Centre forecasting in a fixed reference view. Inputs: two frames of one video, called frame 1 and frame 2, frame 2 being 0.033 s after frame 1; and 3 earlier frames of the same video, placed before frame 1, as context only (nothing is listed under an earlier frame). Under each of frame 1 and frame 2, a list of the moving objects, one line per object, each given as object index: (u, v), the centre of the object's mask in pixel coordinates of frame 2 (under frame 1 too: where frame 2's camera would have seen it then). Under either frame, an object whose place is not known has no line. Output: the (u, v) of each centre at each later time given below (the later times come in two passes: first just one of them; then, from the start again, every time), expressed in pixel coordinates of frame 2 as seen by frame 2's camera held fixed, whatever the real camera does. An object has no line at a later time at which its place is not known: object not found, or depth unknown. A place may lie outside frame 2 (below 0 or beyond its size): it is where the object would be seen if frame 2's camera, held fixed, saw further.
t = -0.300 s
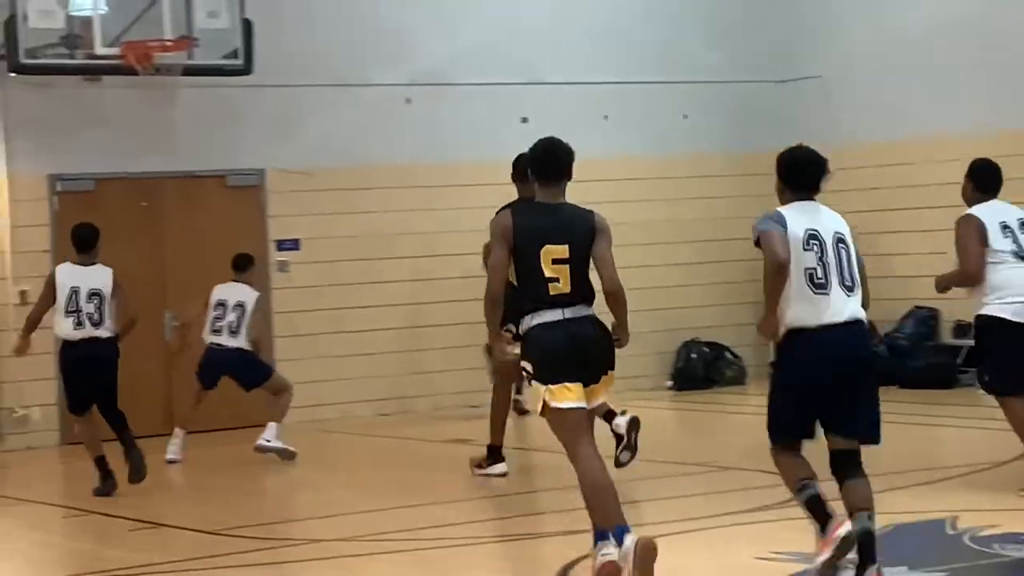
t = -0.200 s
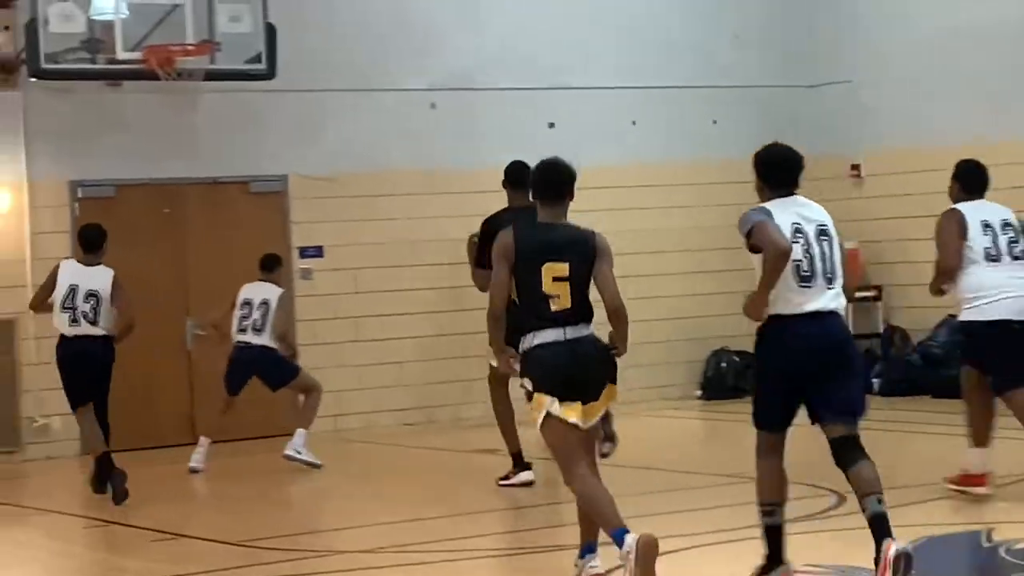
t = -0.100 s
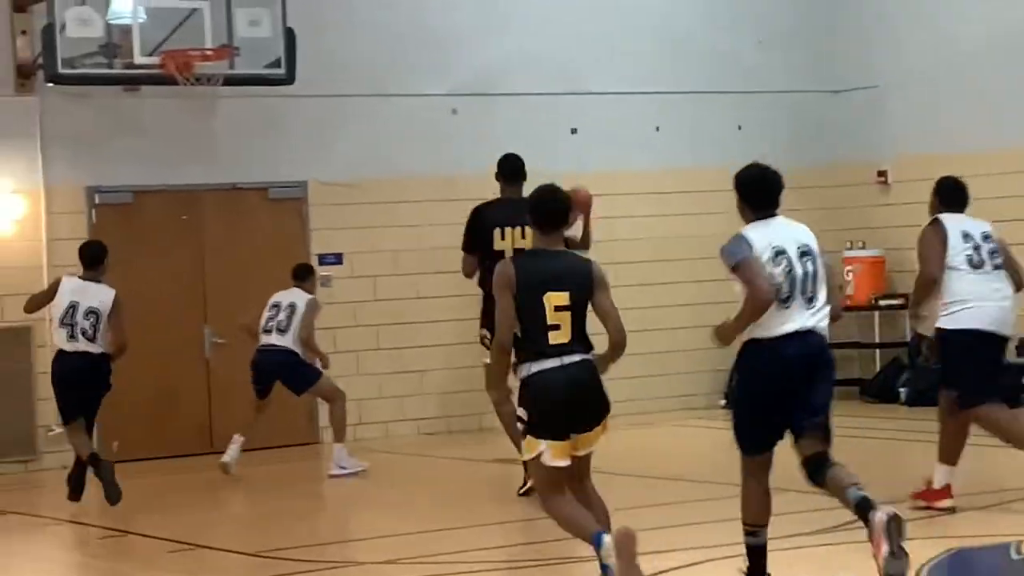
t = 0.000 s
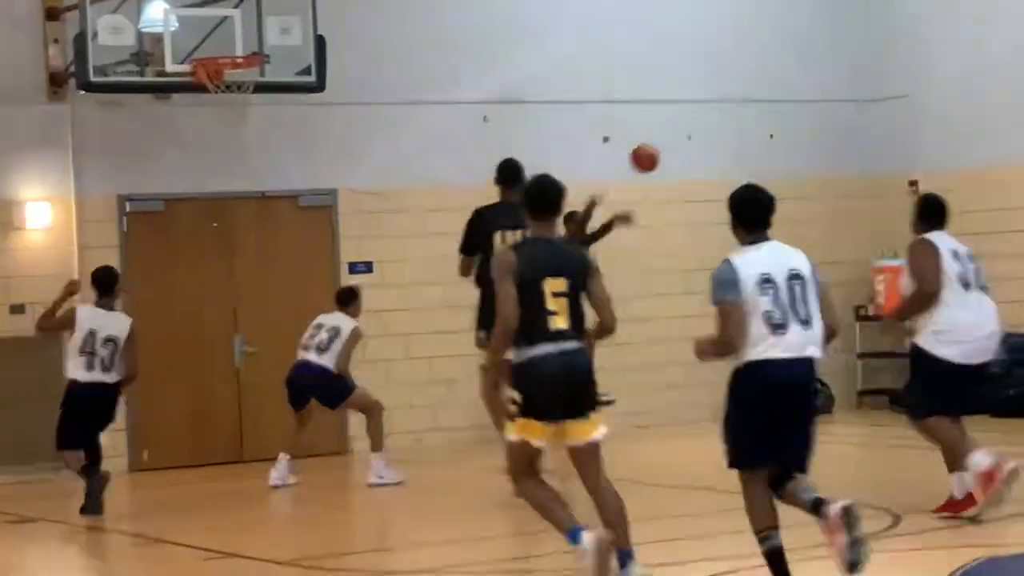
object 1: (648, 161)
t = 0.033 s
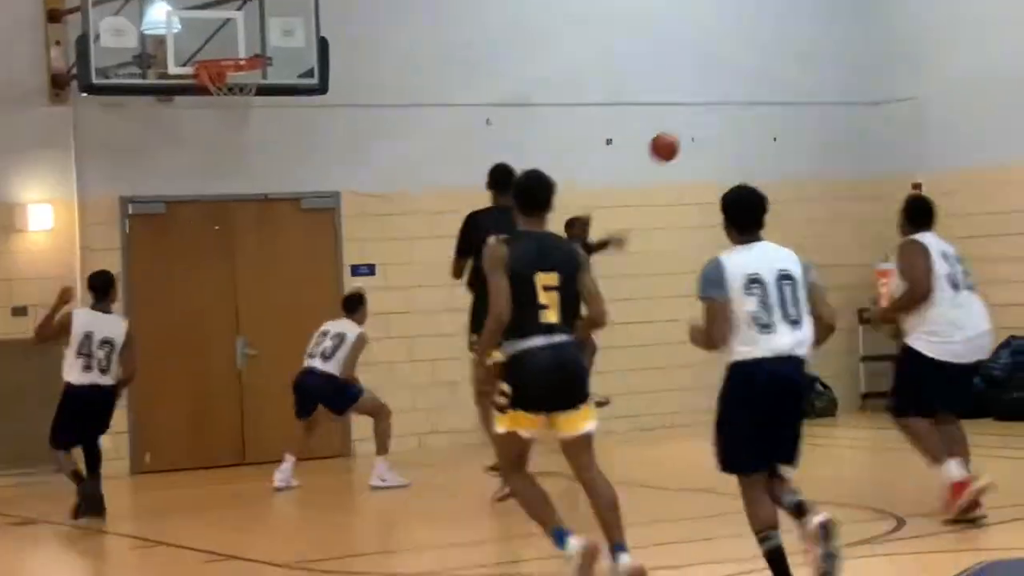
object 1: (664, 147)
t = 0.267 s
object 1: (787, 84)
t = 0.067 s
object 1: (680, 135)
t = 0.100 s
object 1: (697, 123)
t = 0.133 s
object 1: (714, 113)
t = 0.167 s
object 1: (731, 104)
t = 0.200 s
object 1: (750, 96)
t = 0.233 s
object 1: (768, 90)
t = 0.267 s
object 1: (787, 84)
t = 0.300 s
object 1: (806, 80)
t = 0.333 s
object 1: (826, 77)
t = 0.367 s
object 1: (846, 76)
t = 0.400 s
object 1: (867, 76)
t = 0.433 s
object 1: (889, 78)
